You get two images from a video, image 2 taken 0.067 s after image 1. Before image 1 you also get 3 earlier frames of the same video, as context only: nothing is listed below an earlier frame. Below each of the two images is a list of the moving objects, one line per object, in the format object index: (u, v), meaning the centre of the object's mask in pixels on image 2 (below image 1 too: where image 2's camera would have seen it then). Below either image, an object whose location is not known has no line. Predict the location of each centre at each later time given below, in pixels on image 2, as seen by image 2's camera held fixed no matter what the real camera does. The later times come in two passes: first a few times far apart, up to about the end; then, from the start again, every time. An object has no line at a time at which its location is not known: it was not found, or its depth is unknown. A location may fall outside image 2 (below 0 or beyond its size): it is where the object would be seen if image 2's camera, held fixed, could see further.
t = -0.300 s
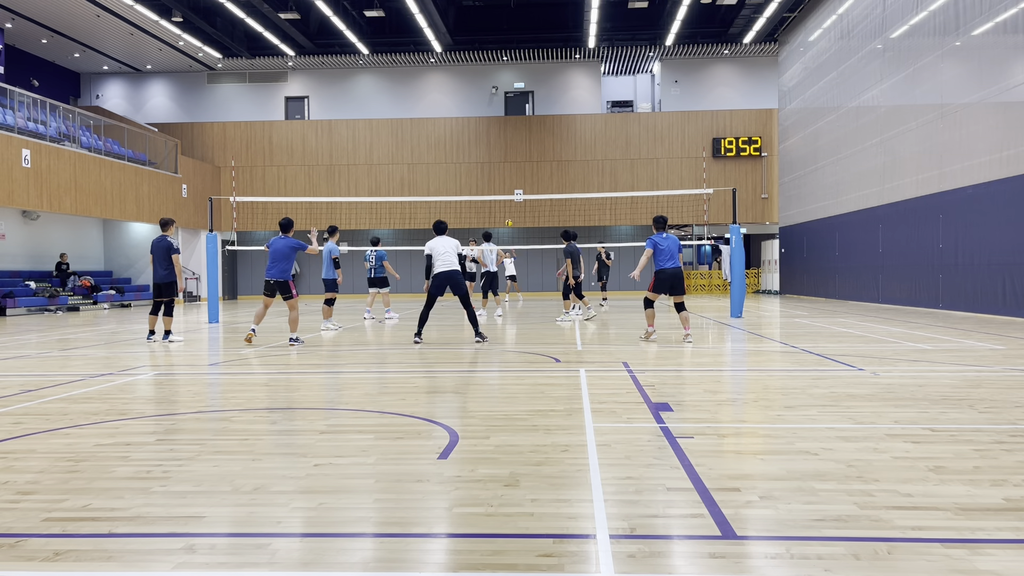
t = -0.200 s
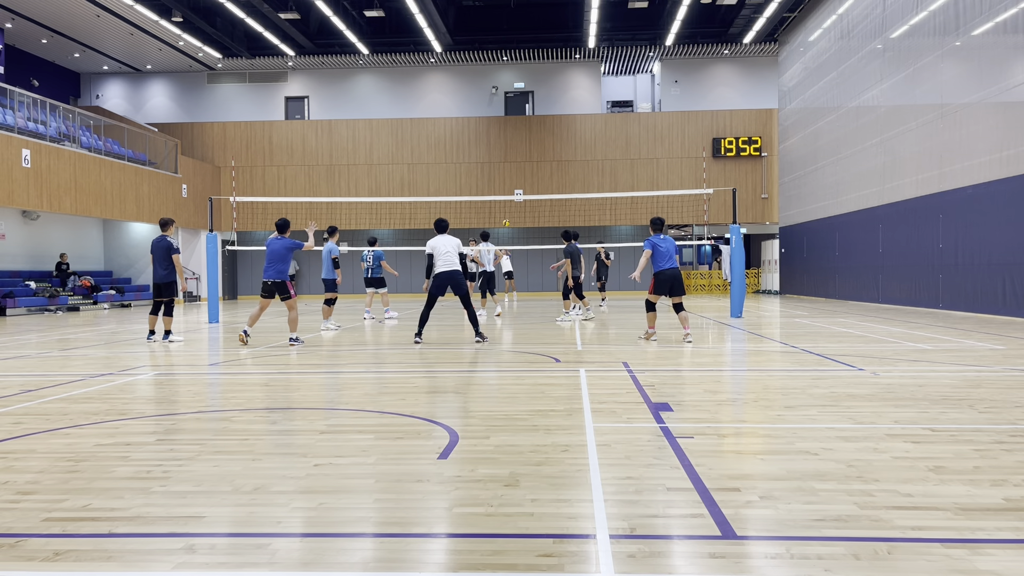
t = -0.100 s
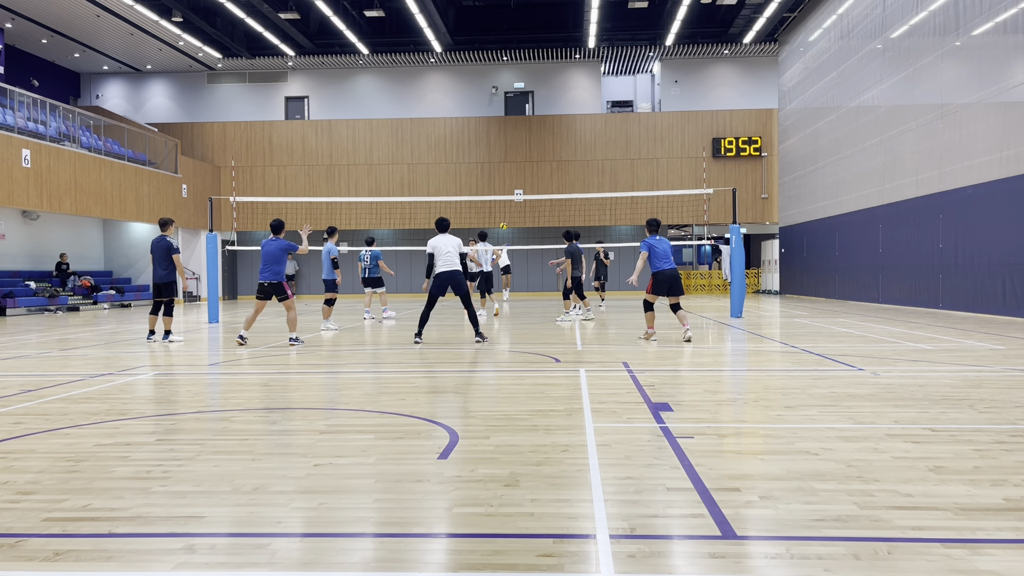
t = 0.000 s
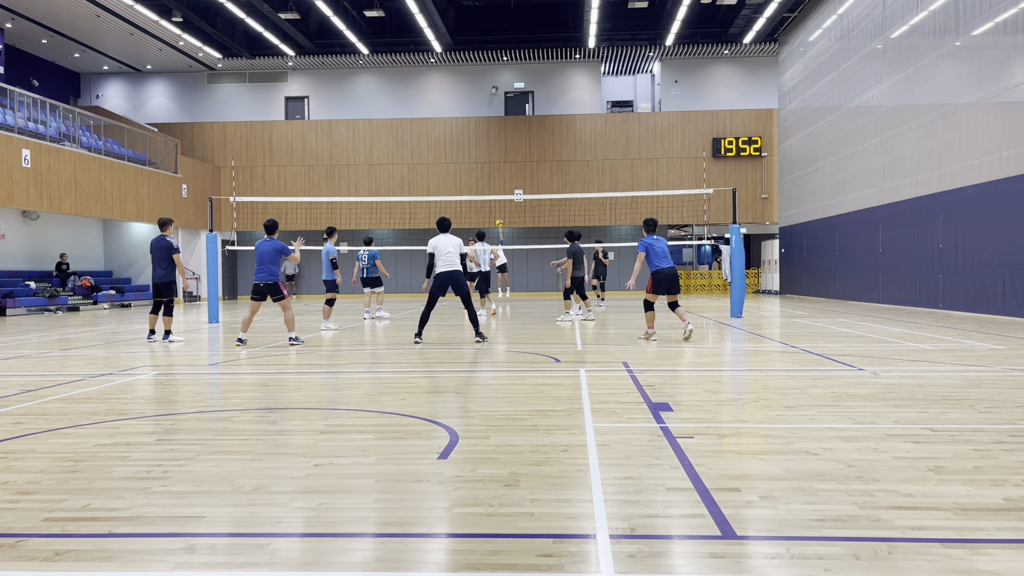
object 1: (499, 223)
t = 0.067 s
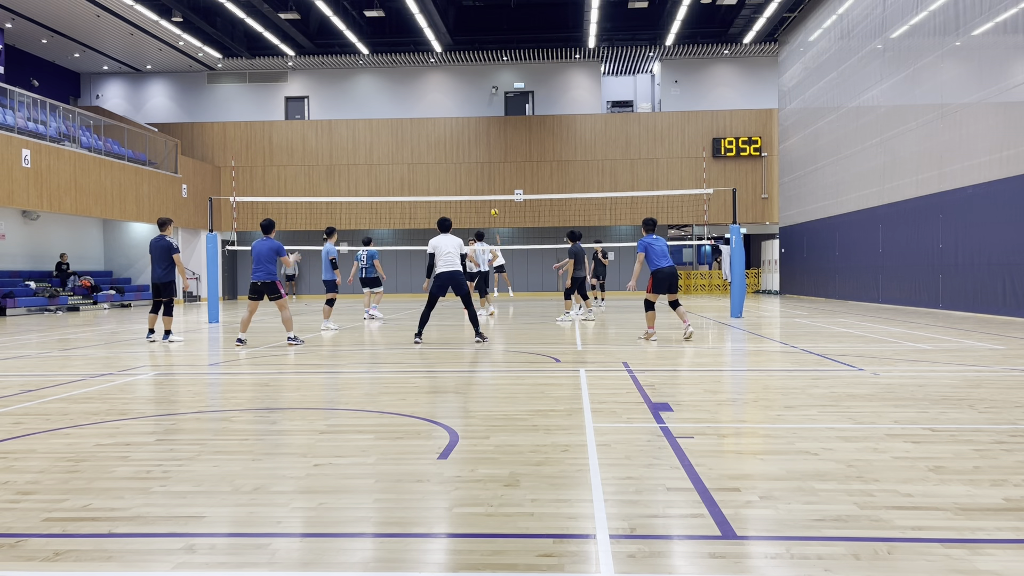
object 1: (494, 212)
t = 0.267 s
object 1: (477, 182)
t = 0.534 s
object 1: (444, 159)
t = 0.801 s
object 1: (403, 167)
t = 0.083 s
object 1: (493, 210)
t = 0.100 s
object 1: (492, 207)
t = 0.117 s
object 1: (491, 204)
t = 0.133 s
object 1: (490, 202)
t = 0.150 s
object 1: (488, 201)
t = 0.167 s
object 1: (487, 194)
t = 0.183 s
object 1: (485, 193)
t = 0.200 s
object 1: (484, 191)
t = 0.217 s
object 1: (482, 189)
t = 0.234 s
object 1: (481, 186)
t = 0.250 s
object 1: (479, 184)
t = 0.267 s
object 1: (477, 182)
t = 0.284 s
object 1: (476, 180)
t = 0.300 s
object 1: (474, 177)
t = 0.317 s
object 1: (472, 176)
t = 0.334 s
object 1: (470, 174)
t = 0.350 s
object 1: (468, 172)
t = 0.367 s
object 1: (466, 170)
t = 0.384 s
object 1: (464, 169)
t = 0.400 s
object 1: (462, 167)
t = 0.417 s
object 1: (460, 166)
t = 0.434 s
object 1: (458, 165)
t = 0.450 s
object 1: (456, 163)
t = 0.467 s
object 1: (453, 162)
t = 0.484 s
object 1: (451, 161)
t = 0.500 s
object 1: (449, 160)
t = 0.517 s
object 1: (447, 159)
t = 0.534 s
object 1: (444, 159)
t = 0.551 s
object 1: (442, 158)
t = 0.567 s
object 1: (440, 157)
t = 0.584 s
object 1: (437, 157)
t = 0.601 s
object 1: (435, 157)
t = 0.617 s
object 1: (432, 157)
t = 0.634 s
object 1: (430, 157)
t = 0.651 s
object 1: (427, 157)
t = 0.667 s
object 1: (425, 157)
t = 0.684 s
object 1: (422, 158)
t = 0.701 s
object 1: (420, 159)
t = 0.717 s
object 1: (417, 160)
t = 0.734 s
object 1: (415, 160)
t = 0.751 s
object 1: (412, 162)
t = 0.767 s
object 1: (409, 163)
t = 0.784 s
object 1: (406, 165)
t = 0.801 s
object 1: (403, 167)
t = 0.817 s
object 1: (400, 169)
